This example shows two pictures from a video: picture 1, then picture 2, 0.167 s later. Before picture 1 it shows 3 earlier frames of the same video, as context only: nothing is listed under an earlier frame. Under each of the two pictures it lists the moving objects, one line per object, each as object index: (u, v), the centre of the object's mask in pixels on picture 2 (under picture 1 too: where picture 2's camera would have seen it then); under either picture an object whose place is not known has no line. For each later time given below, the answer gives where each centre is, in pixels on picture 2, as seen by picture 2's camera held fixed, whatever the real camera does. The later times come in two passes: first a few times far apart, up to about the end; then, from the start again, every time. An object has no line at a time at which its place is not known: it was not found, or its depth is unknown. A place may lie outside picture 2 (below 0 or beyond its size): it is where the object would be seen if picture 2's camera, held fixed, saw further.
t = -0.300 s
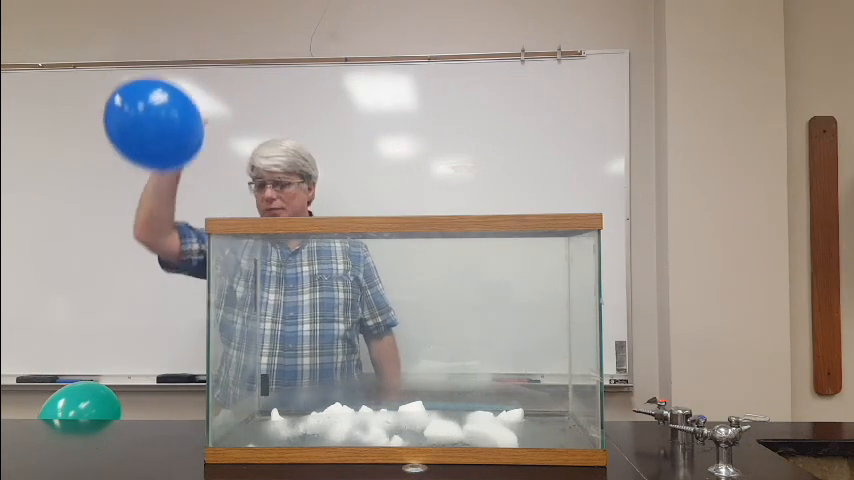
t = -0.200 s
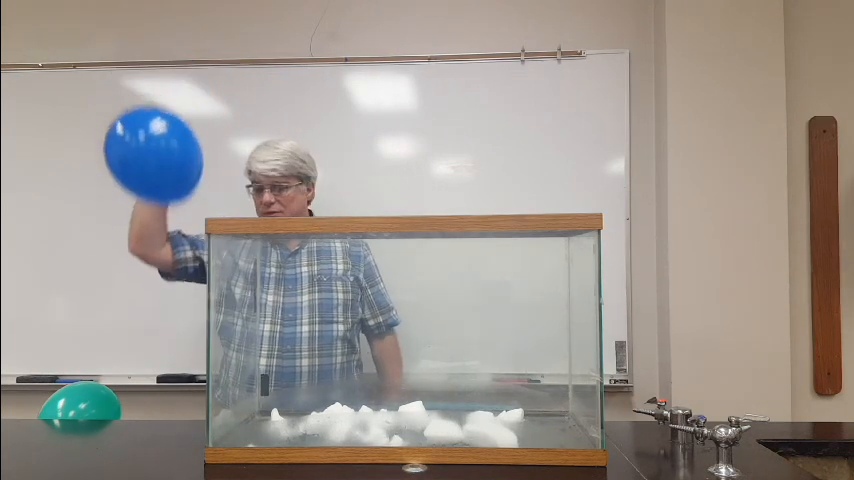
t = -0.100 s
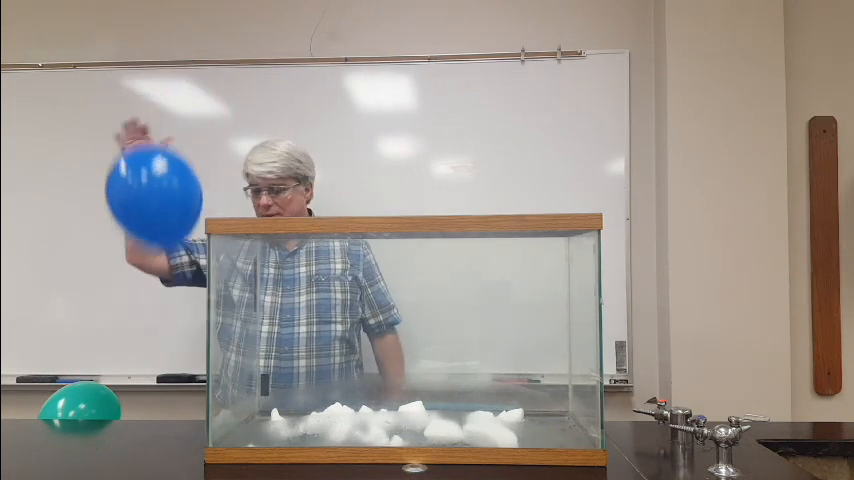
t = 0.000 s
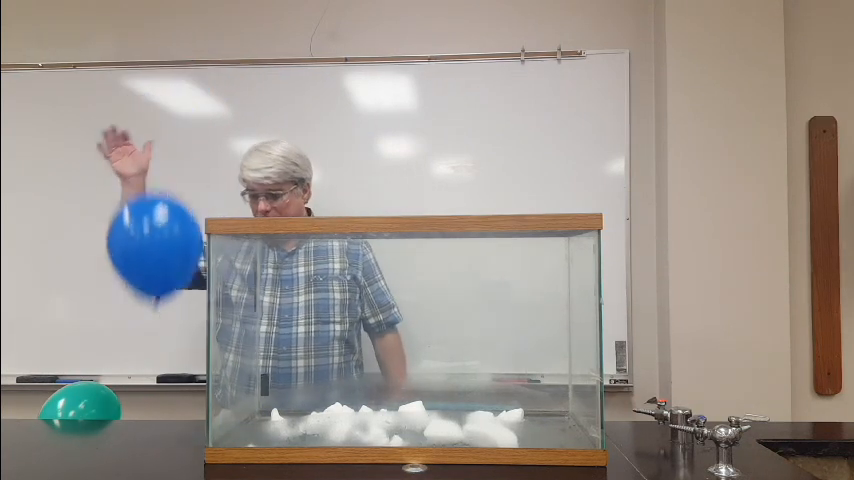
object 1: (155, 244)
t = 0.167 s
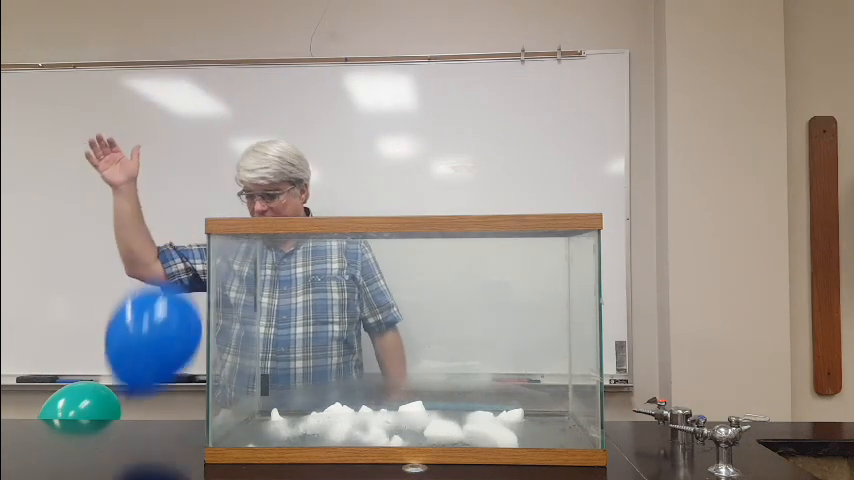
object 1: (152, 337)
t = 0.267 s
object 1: (149, 382)
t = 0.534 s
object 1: (159, 358)
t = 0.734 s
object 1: (174, 354)
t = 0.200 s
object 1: (151, 357)
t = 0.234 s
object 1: (150, 376)
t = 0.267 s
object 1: (149, 382)
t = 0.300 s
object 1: (151, 377)
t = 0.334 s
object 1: (150, 373)
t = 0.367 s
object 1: (151, 368)
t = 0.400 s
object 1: (152, 364)
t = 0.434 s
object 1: (154, 362)
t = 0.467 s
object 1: (155, 360)
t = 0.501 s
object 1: (156, 359)
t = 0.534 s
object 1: (159, 358)
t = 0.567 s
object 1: (162, 360)
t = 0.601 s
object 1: (165, 363)
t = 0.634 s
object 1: (167, 366)
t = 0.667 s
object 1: (170, 362)
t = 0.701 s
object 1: (172, 357)
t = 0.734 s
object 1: (174, 354)
